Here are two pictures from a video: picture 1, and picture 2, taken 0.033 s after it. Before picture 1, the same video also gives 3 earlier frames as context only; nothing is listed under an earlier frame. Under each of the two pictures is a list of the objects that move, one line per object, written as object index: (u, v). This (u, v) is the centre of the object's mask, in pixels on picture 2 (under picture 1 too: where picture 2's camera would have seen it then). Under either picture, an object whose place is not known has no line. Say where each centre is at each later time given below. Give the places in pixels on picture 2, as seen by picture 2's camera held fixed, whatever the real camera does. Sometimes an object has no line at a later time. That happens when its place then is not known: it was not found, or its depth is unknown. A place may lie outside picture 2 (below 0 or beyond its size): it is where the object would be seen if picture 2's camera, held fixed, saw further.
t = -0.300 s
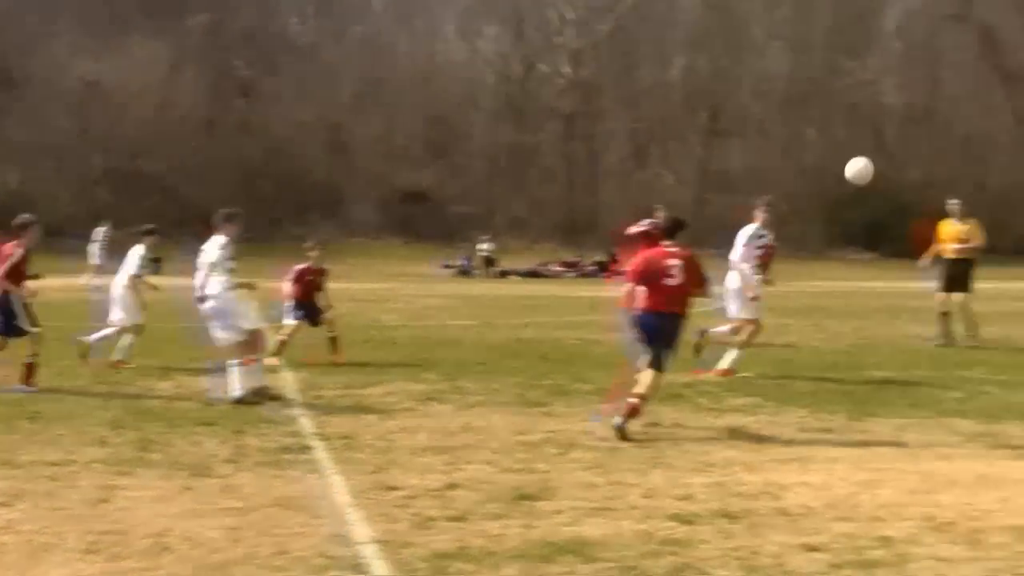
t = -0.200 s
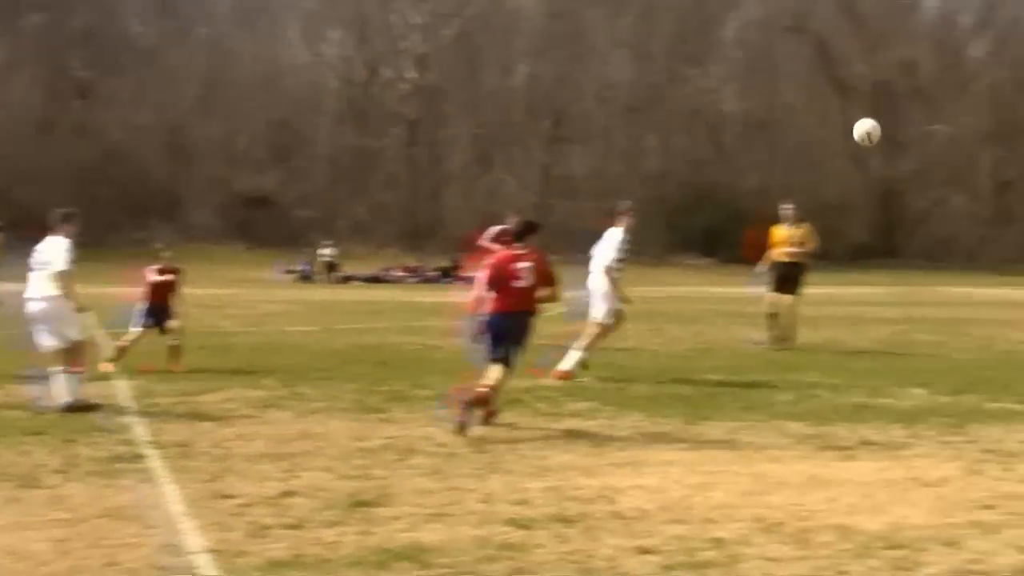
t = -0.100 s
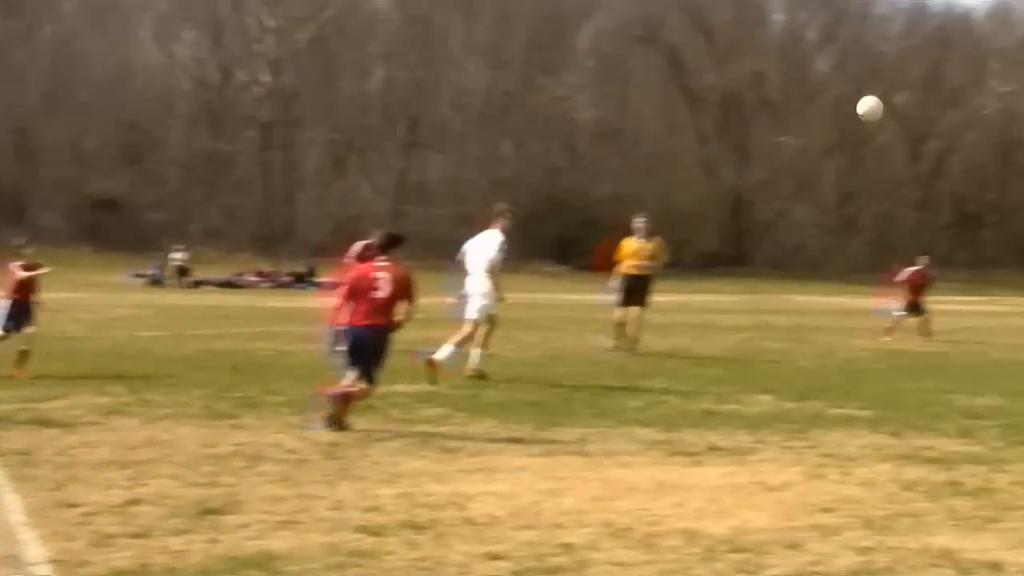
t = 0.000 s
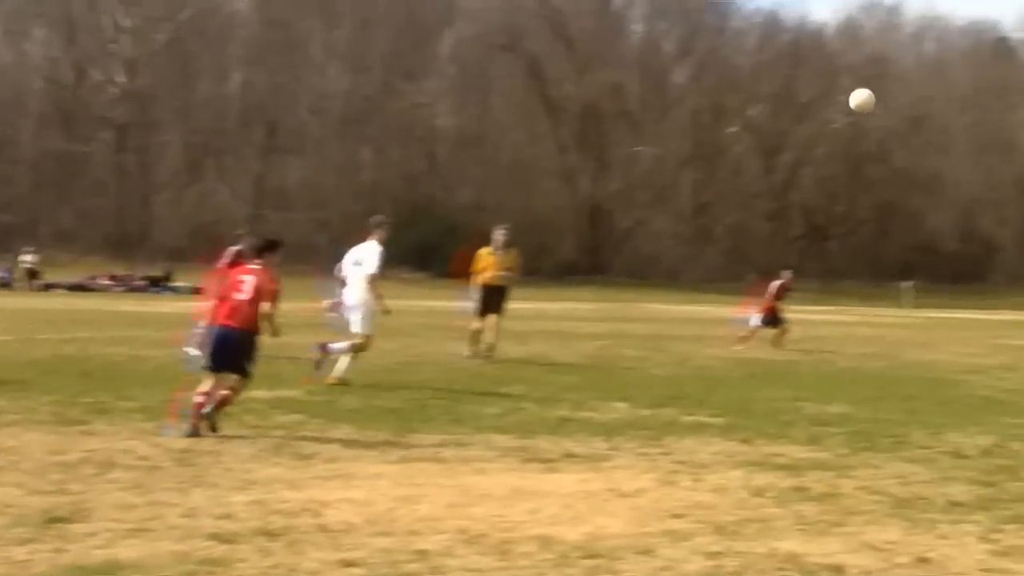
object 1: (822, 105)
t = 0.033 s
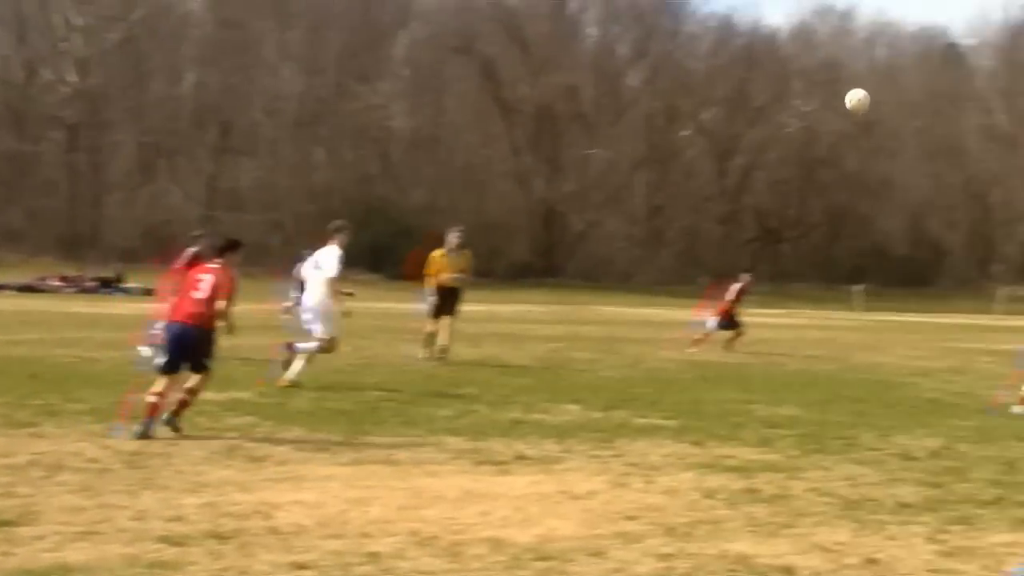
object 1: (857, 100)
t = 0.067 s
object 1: (893, 96)
